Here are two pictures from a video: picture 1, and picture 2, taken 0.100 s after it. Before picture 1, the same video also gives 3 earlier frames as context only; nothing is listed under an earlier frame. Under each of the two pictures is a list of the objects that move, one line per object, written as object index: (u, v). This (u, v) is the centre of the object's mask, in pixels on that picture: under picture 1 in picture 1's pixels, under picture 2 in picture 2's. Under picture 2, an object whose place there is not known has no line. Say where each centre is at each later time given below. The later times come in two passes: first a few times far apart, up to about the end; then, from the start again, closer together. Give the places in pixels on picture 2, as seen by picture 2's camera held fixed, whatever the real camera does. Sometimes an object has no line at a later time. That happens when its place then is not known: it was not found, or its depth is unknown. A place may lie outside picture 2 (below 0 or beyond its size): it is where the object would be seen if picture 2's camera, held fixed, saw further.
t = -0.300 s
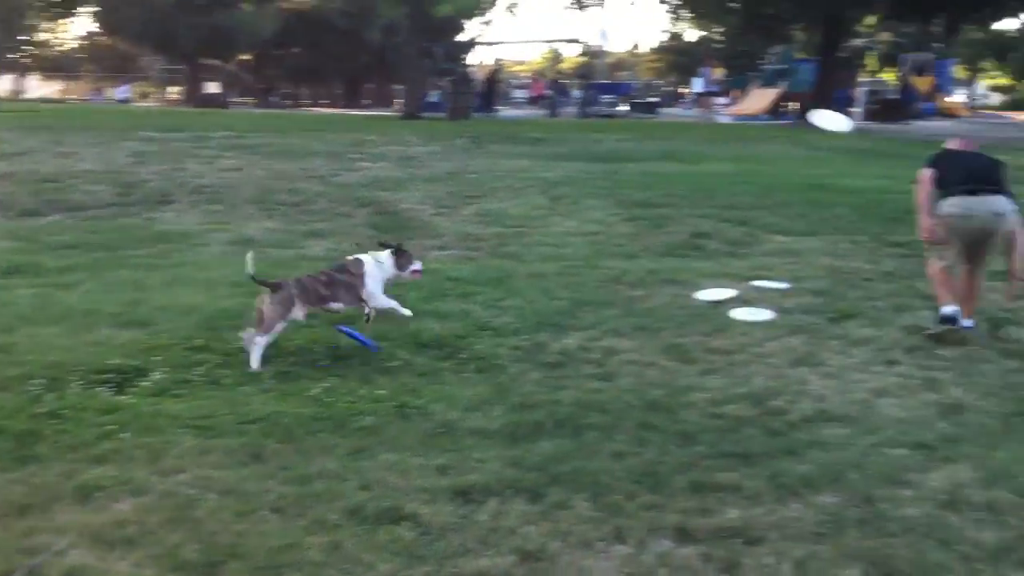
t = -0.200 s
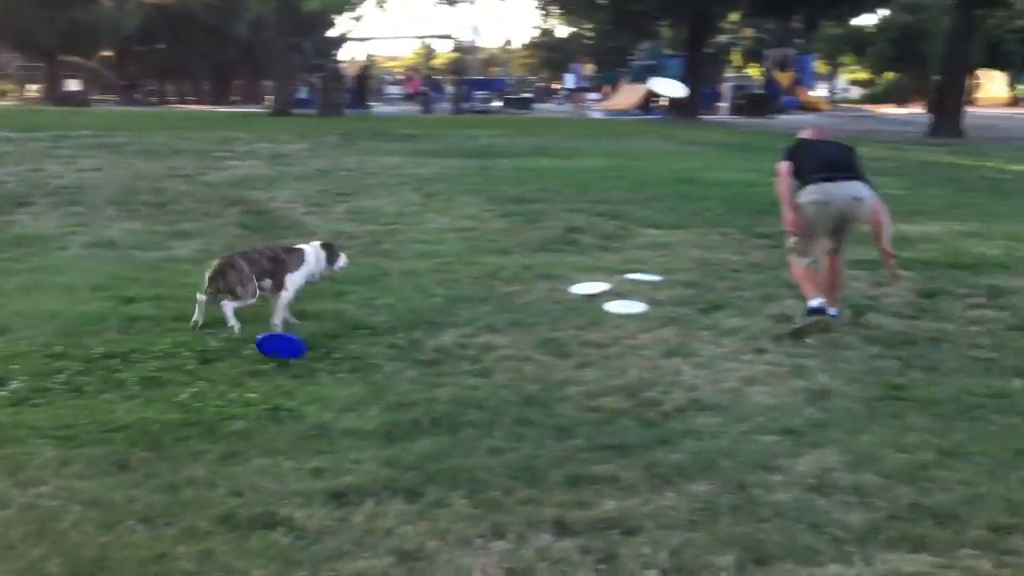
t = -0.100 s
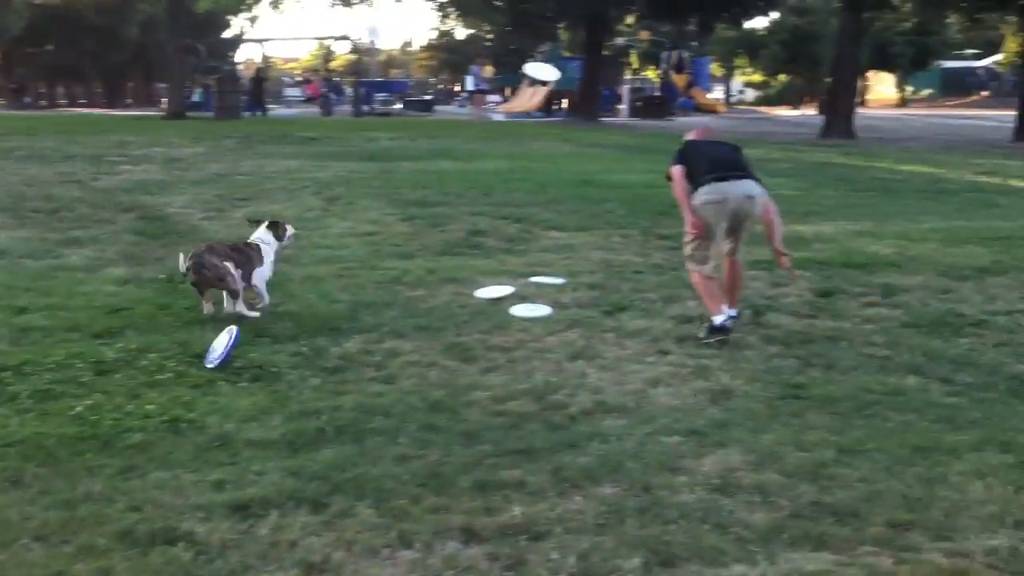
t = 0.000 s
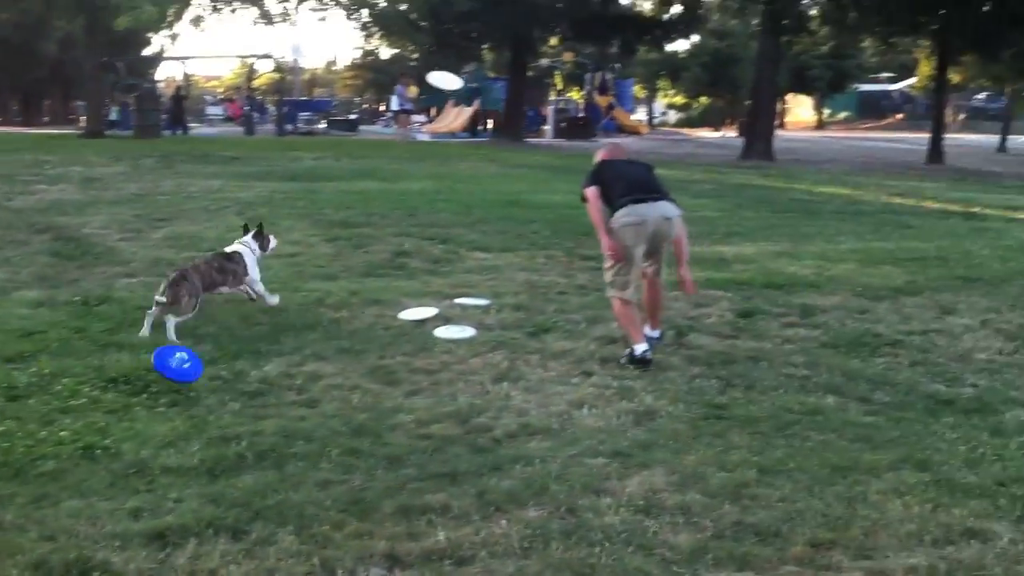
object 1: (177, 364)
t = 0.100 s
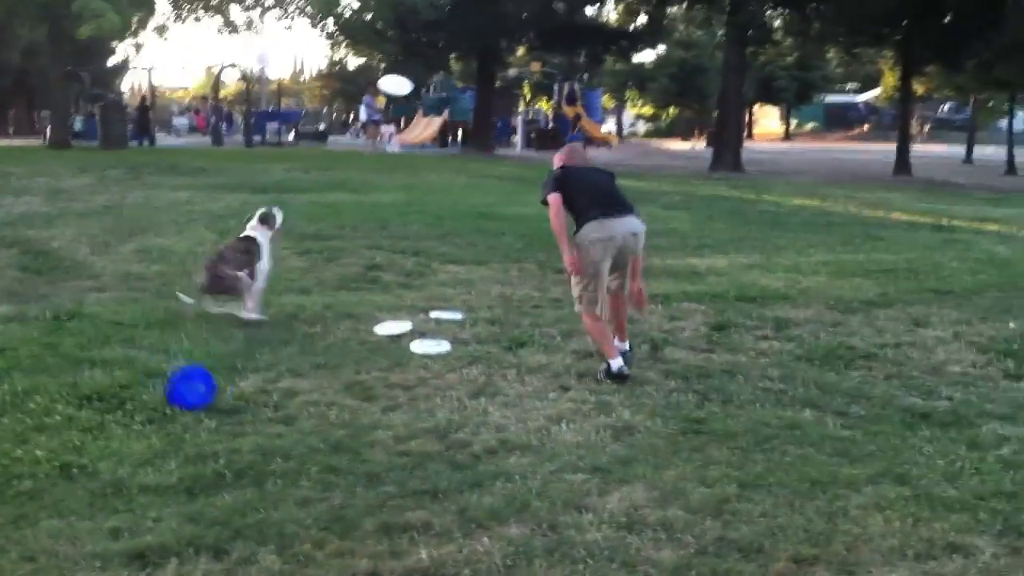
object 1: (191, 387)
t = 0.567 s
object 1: (317, 394)
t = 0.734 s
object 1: (350, 394)
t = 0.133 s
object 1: (202, 390)
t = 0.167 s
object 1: (212, 389)
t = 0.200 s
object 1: (222, 389)
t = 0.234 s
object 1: (231, 388)
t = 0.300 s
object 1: (251, 387)
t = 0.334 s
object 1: (260, 391)
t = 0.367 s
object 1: (269, 392)
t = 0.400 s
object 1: (278, 393)
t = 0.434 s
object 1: (286, 393)
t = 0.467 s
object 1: (293, 392)
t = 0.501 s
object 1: (302, 392)
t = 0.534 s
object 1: (310, 393)
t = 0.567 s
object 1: (317, 394)
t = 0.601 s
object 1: (324, 394)
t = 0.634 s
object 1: (331, 394)
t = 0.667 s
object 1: (338, 394)
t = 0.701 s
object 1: (344, 394)
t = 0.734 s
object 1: (350, 394)
